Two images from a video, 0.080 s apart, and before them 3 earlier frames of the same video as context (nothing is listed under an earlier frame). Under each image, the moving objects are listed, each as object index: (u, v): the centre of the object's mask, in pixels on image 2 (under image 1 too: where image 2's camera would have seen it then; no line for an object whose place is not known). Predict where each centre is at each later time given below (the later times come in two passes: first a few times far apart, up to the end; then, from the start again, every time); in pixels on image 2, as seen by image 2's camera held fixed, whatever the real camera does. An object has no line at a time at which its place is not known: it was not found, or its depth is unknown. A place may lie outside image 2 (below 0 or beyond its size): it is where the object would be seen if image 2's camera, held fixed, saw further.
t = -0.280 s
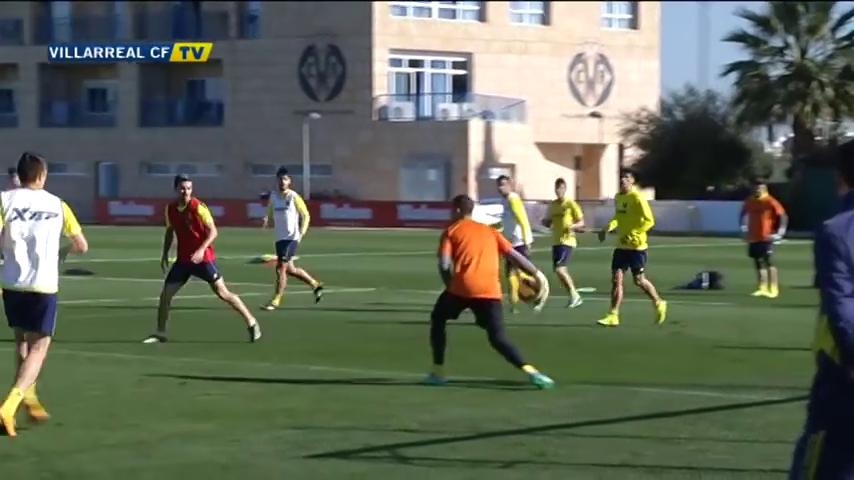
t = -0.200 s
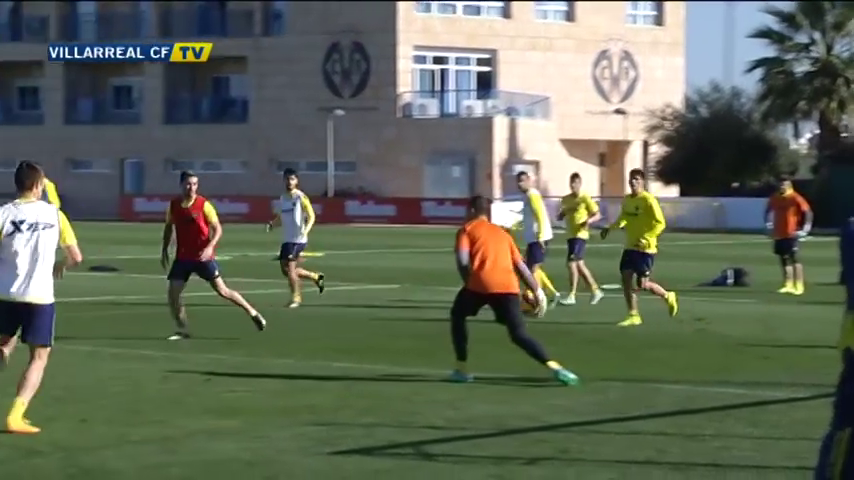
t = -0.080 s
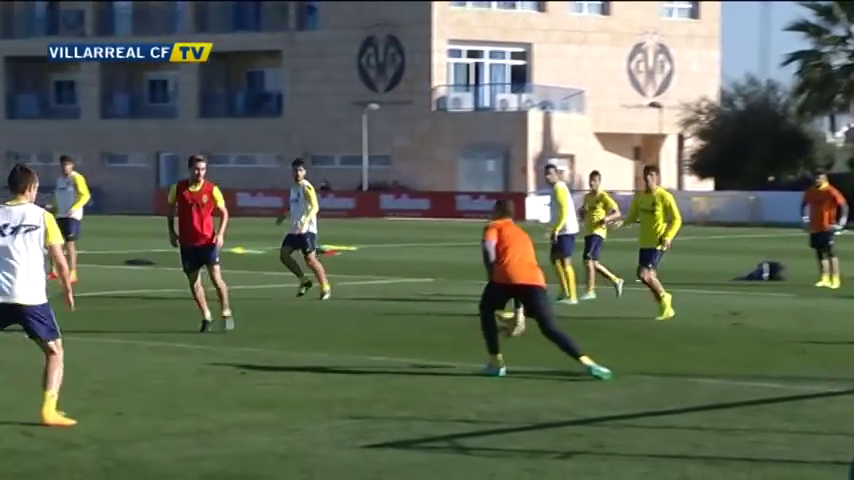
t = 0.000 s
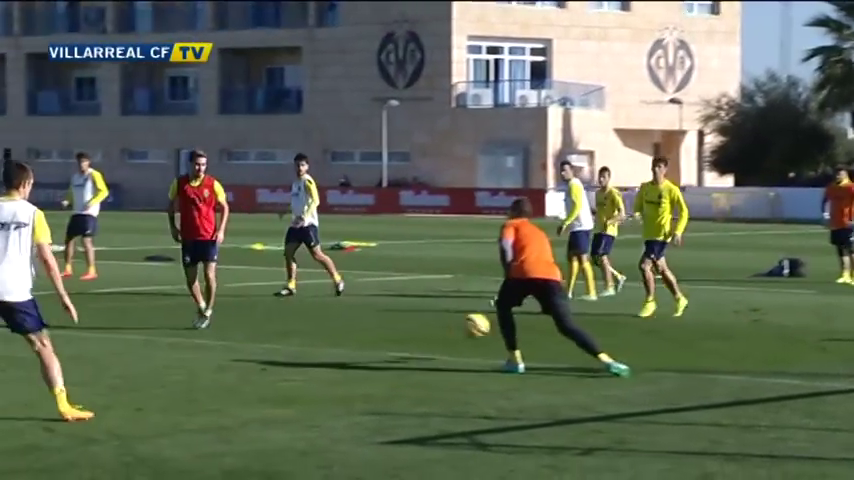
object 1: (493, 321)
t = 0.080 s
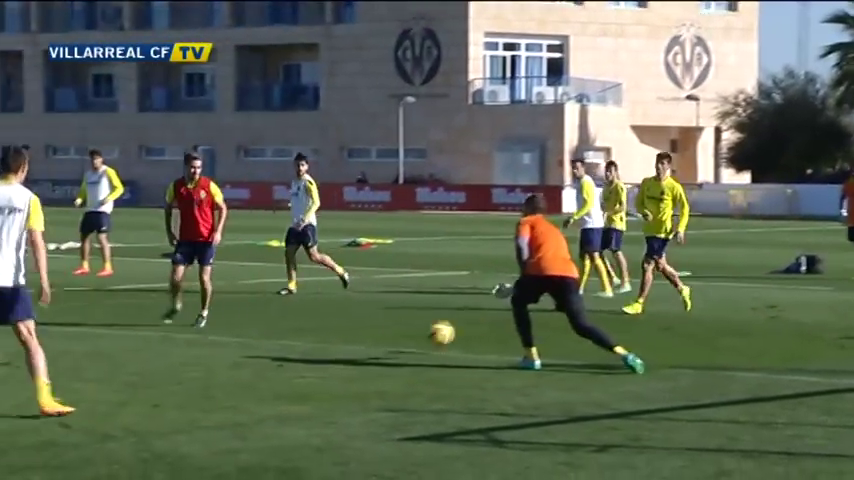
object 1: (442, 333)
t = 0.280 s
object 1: (341, 316)
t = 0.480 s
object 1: (252, 327)
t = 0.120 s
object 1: (416, 340)
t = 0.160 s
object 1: (397, 332)
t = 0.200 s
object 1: (378, 325)
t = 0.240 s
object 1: (360, 319)
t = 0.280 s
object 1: (341, 316)
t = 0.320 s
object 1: (322, 315)
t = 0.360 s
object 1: (304, 316)
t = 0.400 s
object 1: (287, 318)
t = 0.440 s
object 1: (269, 322)
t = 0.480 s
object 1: (252, 327)
